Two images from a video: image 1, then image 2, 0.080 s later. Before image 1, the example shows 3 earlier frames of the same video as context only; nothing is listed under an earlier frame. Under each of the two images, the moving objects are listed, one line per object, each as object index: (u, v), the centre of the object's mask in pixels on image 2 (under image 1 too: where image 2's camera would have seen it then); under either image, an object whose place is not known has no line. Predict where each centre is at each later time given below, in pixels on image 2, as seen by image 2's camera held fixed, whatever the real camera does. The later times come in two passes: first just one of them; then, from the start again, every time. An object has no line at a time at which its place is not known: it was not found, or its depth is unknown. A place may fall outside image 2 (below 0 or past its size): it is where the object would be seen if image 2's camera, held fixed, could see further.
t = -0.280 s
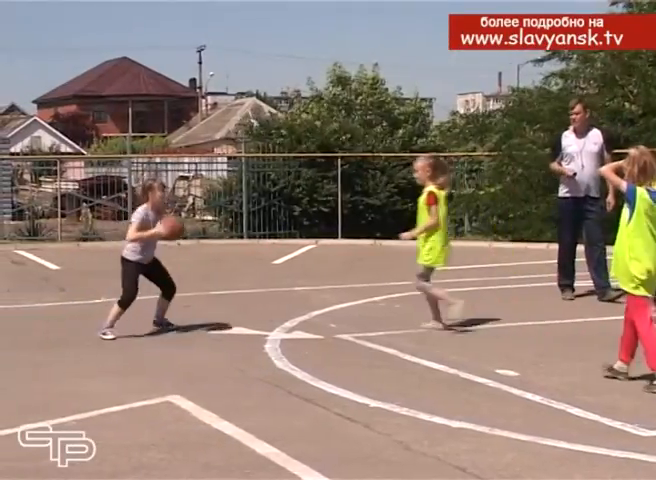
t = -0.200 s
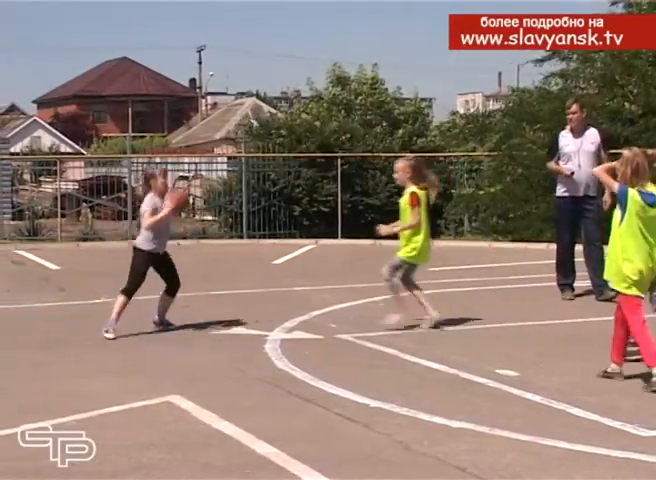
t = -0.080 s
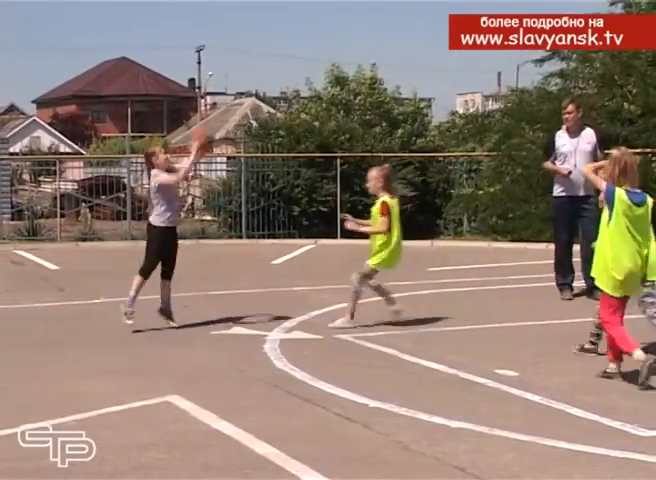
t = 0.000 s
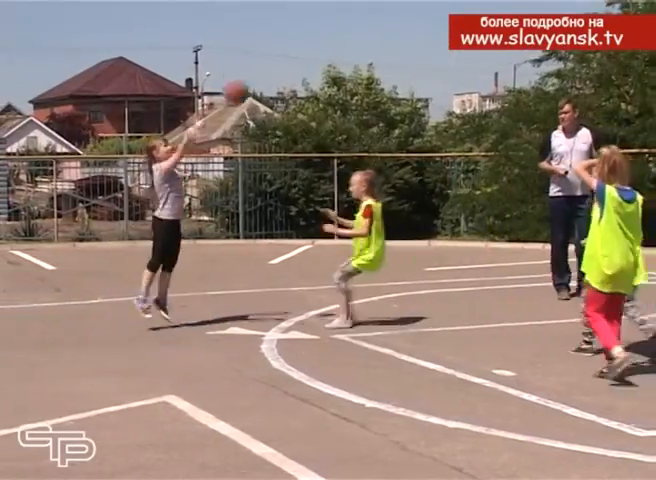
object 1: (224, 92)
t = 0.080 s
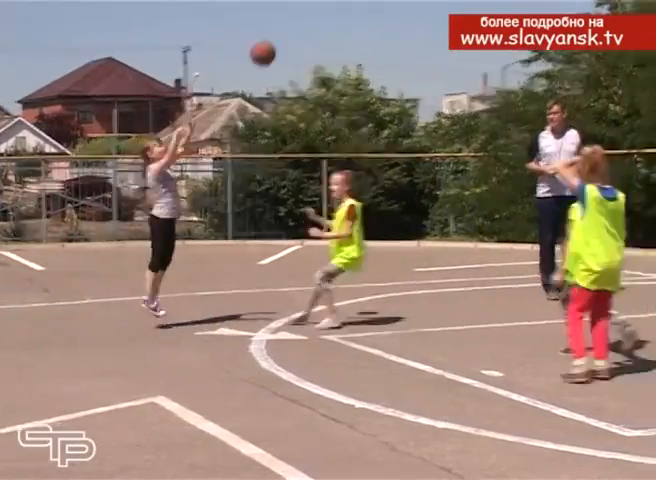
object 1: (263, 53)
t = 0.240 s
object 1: (340, -5)
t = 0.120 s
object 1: (281, 36)
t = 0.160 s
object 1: (301, 20)
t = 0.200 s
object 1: (320, 7)
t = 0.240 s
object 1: (340, -5)
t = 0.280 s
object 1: (360, -14)
